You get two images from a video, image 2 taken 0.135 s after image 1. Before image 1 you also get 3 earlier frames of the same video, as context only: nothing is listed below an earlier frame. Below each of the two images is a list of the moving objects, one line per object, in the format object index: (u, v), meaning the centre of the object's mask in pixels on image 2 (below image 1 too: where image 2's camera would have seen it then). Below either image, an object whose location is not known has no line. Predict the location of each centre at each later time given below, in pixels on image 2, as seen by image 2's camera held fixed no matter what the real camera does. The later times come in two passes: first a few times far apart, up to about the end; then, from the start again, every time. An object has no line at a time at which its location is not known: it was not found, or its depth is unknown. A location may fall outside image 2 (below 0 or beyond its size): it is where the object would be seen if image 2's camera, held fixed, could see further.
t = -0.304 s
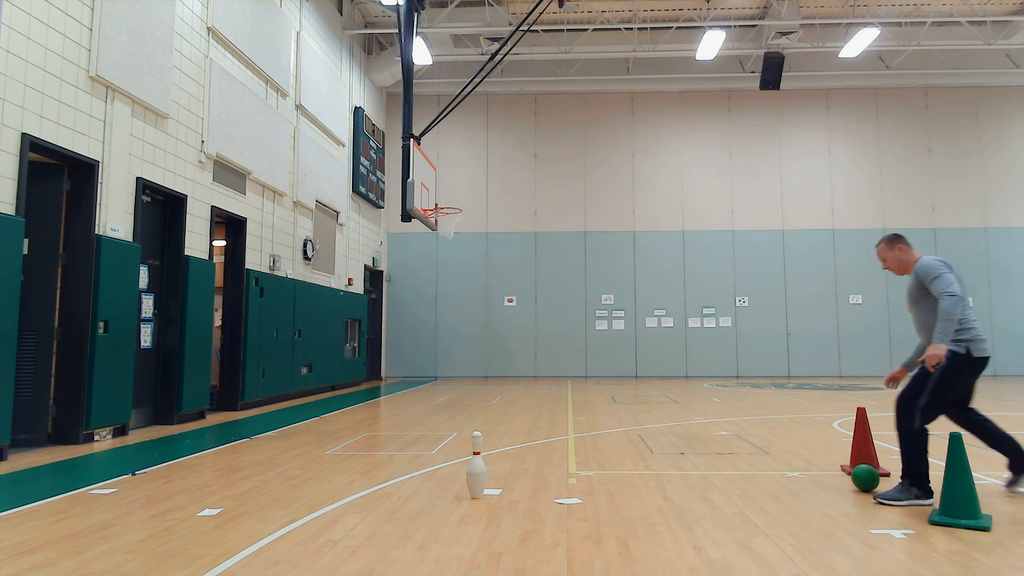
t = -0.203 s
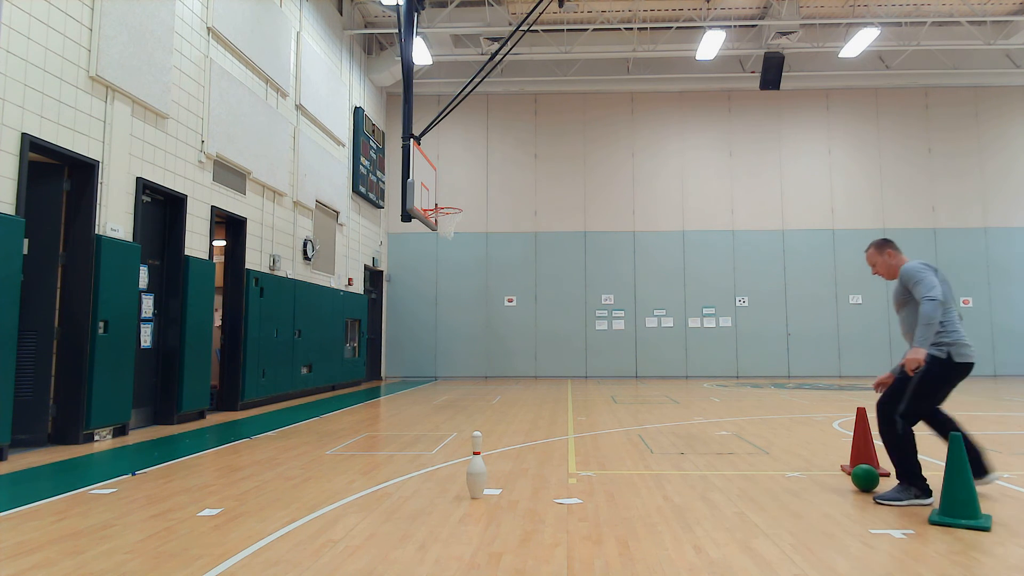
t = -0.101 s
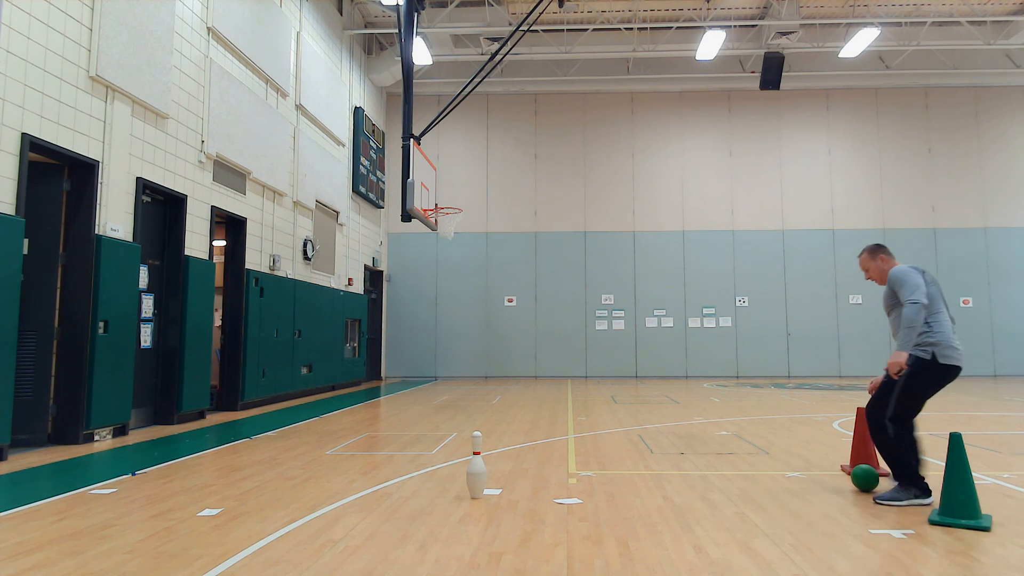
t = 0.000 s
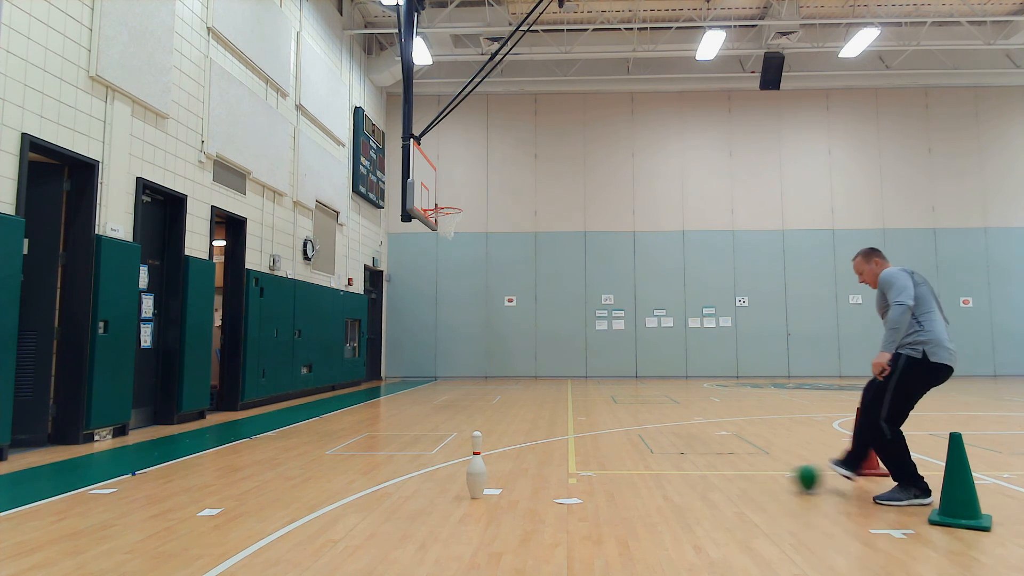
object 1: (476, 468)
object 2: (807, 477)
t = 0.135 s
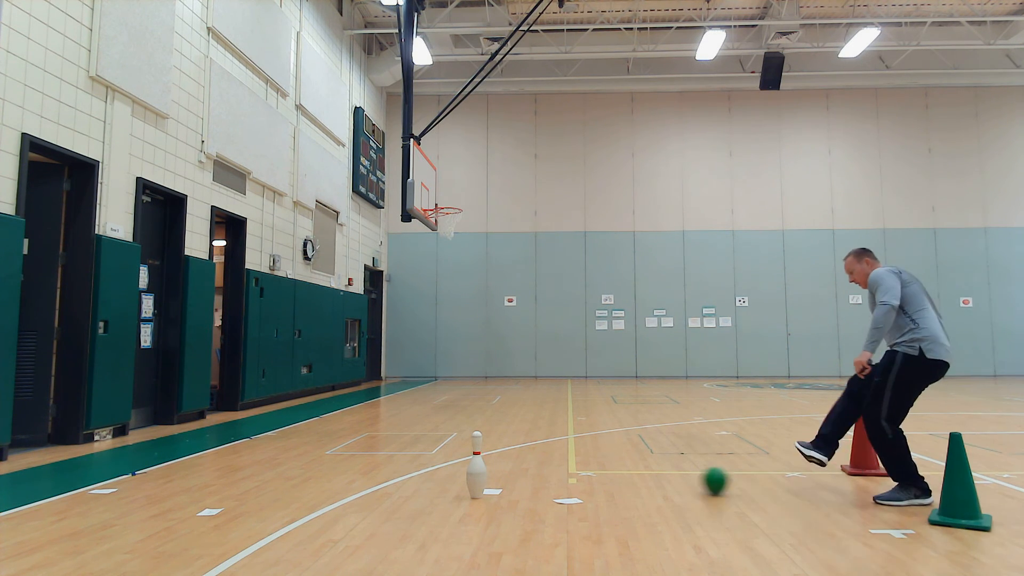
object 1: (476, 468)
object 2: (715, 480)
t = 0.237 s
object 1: (476, 468)
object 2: (659, 482)
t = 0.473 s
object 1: (476, 469)
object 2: (534, 486)
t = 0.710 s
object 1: (462, 462)
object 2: (447, 494)
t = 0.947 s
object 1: (448, 483)
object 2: (371, 505)
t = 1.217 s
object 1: (453, 484)
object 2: (273, 519)
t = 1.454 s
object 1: (456, 485)
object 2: (177, 533)
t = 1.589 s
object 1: (456, 486)
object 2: (118, 540)
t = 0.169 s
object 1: (476, 468)
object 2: (695, 481)
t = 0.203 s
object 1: (476, 468)
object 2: (678, 482)
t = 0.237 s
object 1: (476, 468)
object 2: (659, 482)
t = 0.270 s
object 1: (476, 468)
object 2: (641, 482)
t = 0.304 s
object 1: (476, 468)
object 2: (623, 483)
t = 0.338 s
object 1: (476, 468)
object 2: (605, 483)
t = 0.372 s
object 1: (476, 469)
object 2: (587, 484)
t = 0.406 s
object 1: (476, 469)
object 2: (569, 485)
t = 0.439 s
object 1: (476, 469)
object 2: (551, 485)
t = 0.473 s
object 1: (476, 469)
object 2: (534, 486)
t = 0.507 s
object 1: (476, 468)
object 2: (516, 486)
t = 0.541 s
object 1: (476, 468)
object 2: (499, 487)
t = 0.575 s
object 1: (474, 464)
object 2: (485, 487)
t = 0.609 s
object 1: (470, 460)
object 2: (476, 490)
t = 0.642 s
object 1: (468, 459)
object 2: (467, 491)
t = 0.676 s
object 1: (466, 459)
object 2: (457, 492)
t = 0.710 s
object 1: (462, 462)
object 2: (447, 494)
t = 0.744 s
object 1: (459, 467)
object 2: (436, 495)
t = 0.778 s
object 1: (456, 469)
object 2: (426, 497)
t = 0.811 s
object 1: (454, 470)
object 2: (415, 498)
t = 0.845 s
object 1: (452, 472)
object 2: (404, 500)
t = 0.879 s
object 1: (451, 475)
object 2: (393, 502)
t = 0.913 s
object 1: (448, 480)
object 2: (382, 504)
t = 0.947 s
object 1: (448, 483)
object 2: (371, 505)
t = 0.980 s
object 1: (448, 482)
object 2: (359, 507)
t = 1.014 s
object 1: (449, 480)
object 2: (347, 508)
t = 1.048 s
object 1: (449, 480)
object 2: (335, 510)
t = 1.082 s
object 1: (450, 481)
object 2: (323, 512)
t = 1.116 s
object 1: (451, 481)
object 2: (310, 514)
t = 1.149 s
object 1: (451, 481)
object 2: (298, 515)
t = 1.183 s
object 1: (452, 483)
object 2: (286, 517)
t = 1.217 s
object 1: (453, 484)
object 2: (273, 519)
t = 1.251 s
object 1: (454, 484)
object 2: (260, 521)
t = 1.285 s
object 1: (454, 484)
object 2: (246, 523)
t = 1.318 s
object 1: (454, 484)
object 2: (233, 524)
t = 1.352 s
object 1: (454, 484)
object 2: (219, 526)
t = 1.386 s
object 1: (455, 485)
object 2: (205, 529)
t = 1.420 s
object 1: (455, 486)
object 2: (191, 531)
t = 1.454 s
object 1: (456, 485)
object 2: (177, 533)
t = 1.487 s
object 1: (456, 485)
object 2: (163, 534)
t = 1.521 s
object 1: (456, 485)
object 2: (148, 536)
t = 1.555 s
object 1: (456, 486)
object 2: (133, 538)
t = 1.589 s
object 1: (456, 486)
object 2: (118, 540)
